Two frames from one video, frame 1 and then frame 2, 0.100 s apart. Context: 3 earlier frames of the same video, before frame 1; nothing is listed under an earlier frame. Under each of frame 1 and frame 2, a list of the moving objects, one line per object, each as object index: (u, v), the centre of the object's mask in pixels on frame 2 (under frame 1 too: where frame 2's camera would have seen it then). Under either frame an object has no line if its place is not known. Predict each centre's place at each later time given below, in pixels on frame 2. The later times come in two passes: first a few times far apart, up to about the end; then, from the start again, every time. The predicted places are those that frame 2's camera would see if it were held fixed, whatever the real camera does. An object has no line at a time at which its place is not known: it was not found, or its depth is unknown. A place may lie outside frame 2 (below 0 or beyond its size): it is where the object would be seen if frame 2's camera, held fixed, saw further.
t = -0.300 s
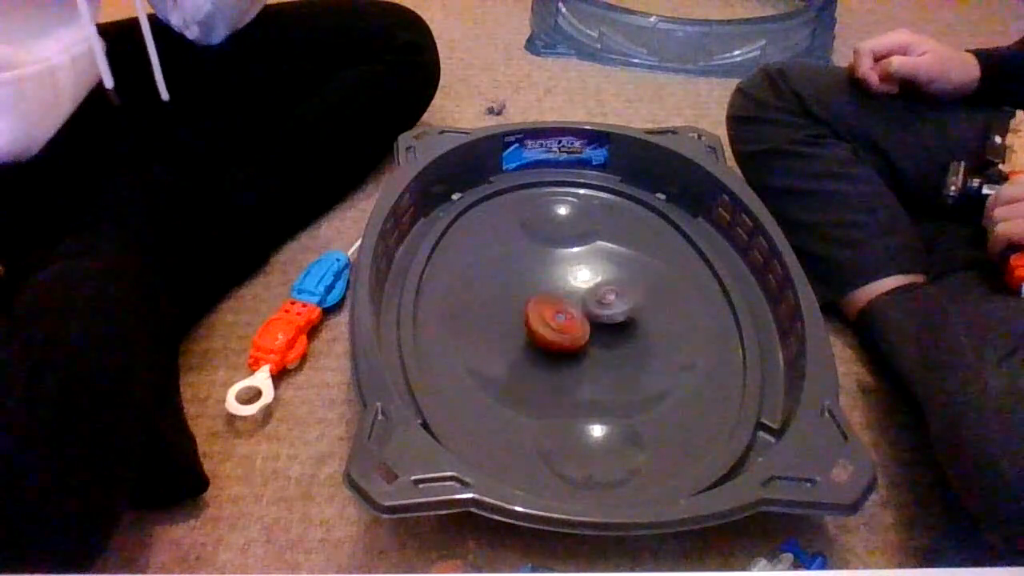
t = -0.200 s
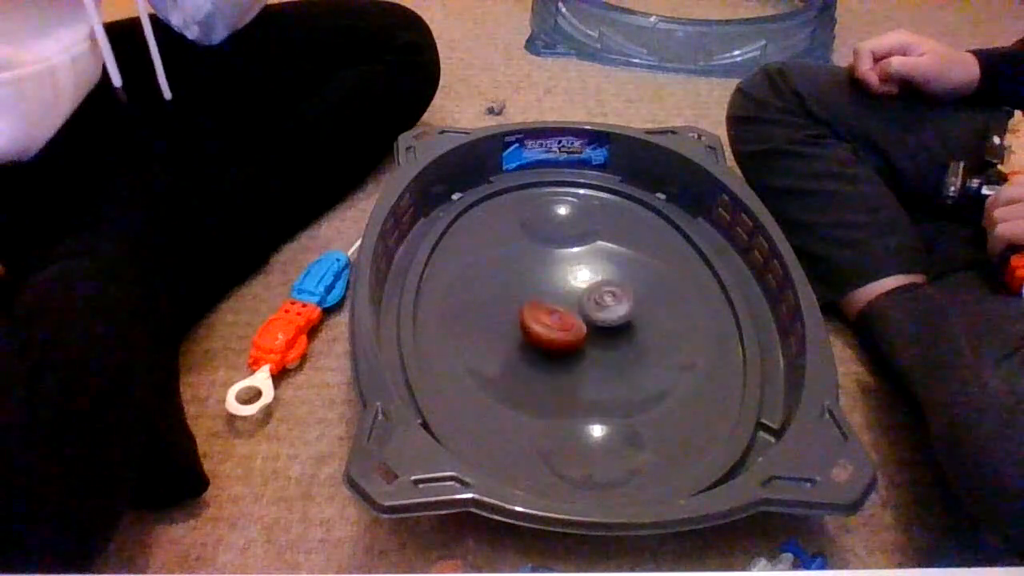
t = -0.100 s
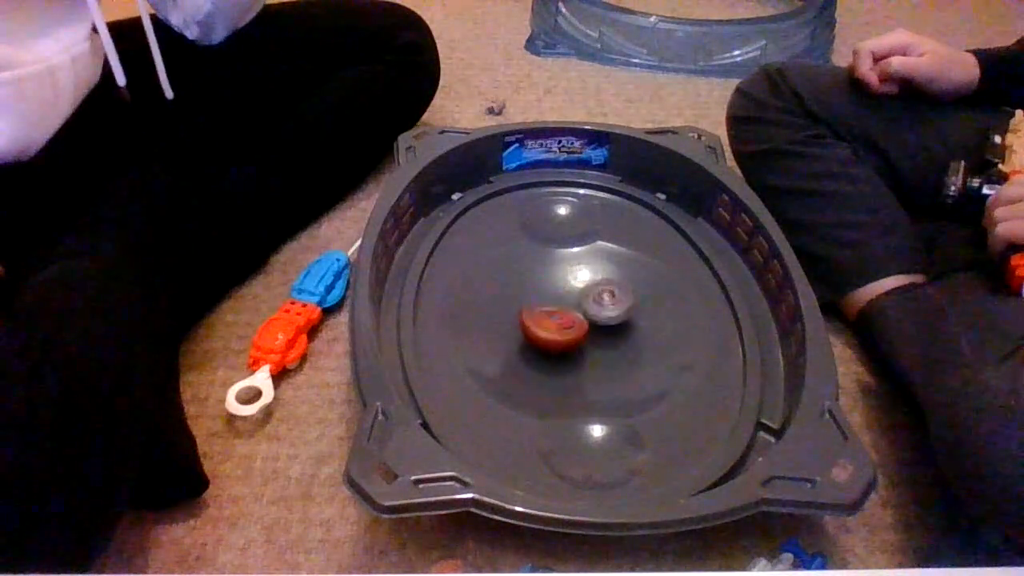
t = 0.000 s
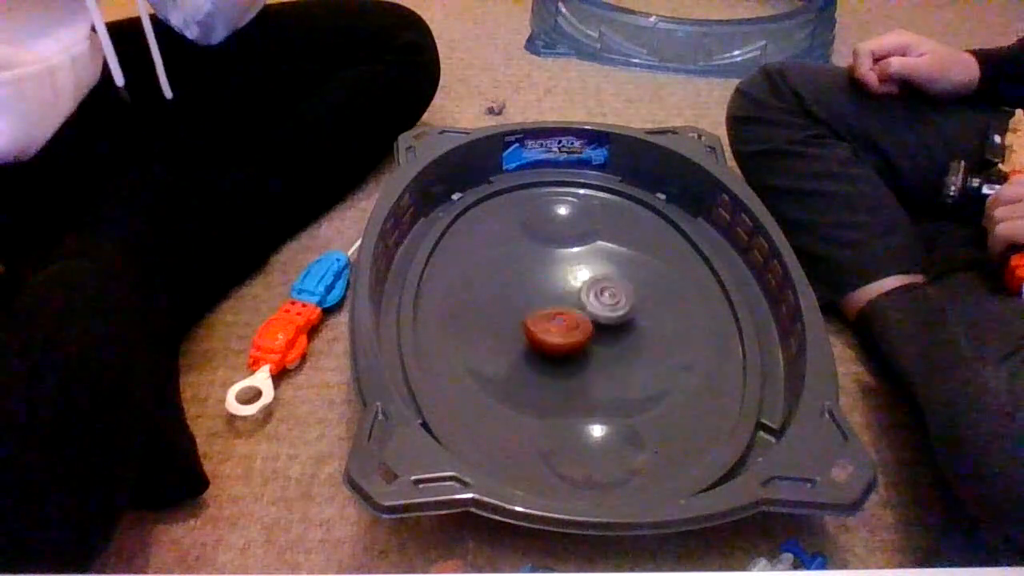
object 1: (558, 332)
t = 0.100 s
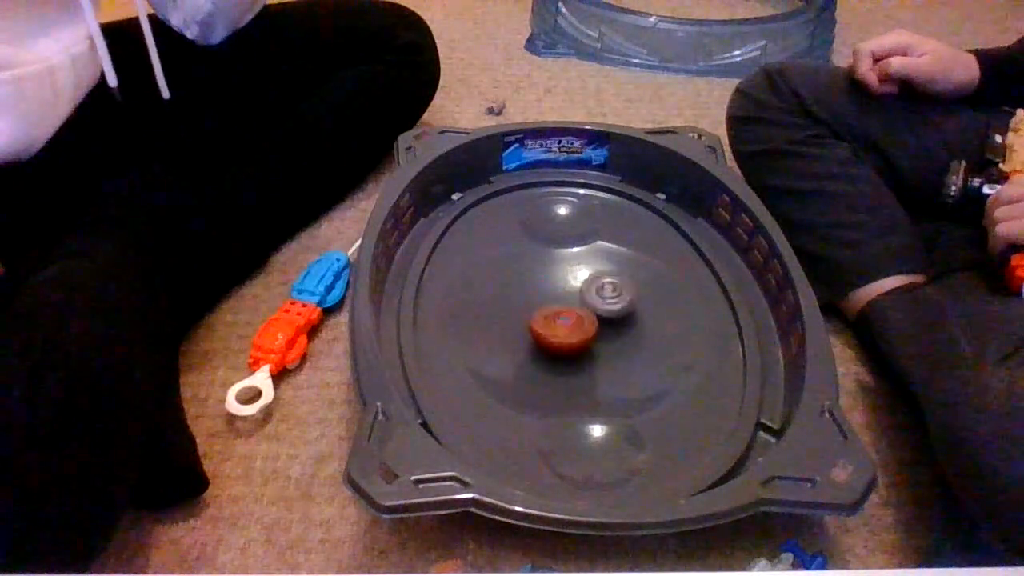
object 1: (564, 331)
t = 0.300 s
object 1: (565, 328)
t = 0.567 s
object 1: (564, 333)
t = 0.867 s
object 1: (567, 330)
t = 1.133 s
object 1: (578, 334)
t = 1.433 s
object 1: (584, 328)
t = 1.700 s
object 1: (590, 325)
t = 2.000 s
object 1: (589, 329)
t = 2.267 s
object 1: (589, 329)
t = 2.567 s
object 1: (590, 329)
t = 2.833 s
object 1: (581, 320)
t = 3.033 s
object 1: (581, 320)
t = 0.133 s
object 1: (565, 329)
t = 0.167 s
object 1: (565, 329)
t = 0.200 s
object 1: (565, 328)
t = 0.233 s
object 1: (565, 327)
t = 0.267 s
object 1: (566, 327)
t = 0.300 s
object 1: (565, 328)
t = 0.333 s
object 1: (564, 330)
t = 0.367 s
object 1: (565, 332)
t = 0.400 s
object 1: (566, 332)
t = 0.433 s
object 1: (566, 333)
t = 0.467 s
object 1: (565, 332)
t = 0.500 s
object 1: (562, 332)
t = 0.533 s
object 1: (562, 332)
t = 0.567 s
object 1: (564, 333)
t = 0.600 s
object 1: (566, 334)
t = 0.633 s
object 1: (566, 333)
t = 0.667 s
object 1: (568, 336)
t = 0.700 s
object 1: (571, 336)
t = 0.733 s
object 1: (572, 334)
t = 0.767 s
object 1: (571, 333)
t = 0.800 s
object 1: (570, 331)
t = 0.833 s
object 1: (569, 330)
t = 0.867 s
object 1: (567, 330)
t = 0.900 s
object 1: (567, 332)
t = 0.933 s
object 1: (569, 333)
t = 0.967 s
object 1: (570, 334)
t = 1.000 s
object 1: (571, 332)
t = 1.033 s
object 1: (572, 332)
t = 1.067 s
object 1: (576, 334)
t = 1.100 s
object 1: (577, 335)
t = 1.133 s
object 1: (578, 334)
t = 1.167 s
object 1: (578, 335)
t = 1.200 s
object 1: (580, 336)
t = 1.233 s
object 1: (579, 335)
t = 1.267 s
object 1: (581, 335)
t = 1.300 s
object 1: (580, 333)
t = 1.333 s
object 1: (580, 332)
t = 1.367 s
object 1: (579, 332)
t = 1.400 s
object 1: (581, 329)
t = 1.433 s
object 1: (584, 328)
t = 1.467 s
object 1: (585, 327)
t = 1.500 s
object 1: (589, 327)
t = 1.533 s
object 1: (590, 326)
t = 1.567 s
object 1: (588, 325)
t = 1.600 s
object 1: (587, 325)
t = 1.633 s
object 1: (587, 326)
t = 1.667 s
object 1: (589, 326)
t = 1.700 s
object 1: (590, 325)
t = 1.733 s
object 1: (589, 326)
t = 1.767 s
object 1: (590, 328)
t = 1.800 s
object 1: (589, 329)
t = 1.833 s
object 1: (589, 330)
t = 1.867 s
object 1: (589, 330)
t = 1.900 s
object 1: (589, 329)
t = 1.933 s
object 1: (589, 329)
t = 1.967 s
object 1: (589, 329)
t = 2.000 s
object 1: (589, 329)
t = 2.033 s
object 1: (589, 329)
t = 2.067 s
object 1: (589, 329)
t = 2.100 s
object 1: (589, 329)
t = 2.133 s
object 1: (588, 329)
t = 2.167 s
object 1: (589, 329)
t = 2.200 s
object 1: (589, 329)
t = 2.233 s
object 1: (589, 329)
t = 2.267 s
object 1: (589, 329)
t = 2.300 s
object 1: (590, 329)
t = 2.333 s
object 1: (589, 329)
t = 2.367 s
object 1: (589, 329)
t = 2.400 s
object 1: (589, 329)
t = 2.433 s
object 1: (589, 330)
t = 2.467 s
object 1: (589, 329)
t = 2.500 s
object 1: (589, 329)
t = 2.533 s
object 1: (589, 329)
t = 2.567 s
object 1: (590, 329)
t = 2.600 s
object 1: (589, 329)
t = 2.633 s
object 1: (590, 329)
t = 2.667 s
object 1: (580, 320)
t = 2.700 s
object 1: (581, 320)
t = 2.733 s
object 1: (582, 320)
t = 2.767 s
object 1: (582, 320)
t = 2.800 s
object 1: (582, 320)
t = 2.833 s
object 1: (581, 320)
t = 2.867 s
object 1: (581, 320)
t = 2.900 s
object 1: (581, 320)
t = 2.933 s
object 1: (580, 320)
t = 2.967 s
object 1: (580, 320)
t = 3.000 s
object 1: (580, 320)
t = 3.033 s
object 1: (581, 320)
